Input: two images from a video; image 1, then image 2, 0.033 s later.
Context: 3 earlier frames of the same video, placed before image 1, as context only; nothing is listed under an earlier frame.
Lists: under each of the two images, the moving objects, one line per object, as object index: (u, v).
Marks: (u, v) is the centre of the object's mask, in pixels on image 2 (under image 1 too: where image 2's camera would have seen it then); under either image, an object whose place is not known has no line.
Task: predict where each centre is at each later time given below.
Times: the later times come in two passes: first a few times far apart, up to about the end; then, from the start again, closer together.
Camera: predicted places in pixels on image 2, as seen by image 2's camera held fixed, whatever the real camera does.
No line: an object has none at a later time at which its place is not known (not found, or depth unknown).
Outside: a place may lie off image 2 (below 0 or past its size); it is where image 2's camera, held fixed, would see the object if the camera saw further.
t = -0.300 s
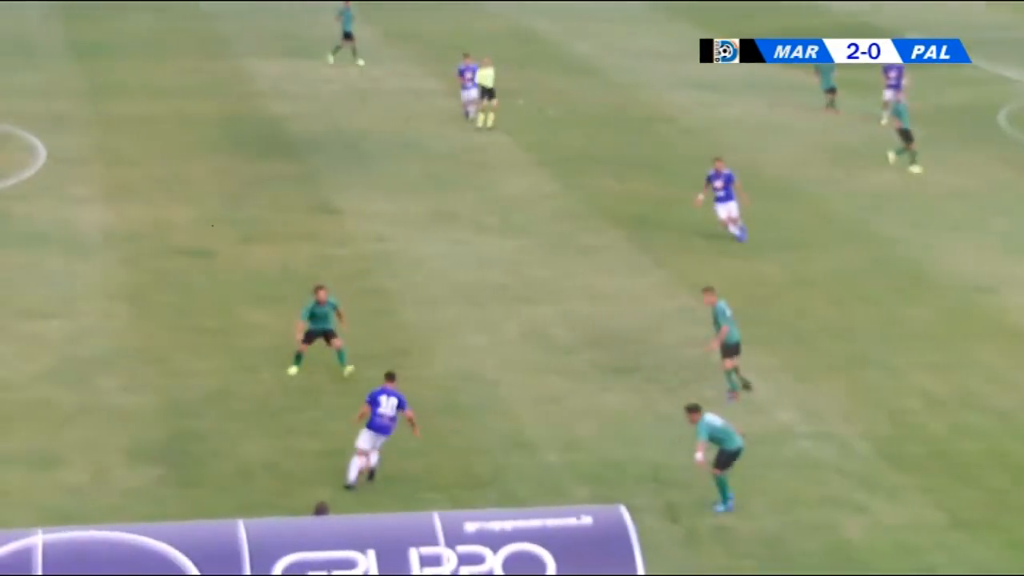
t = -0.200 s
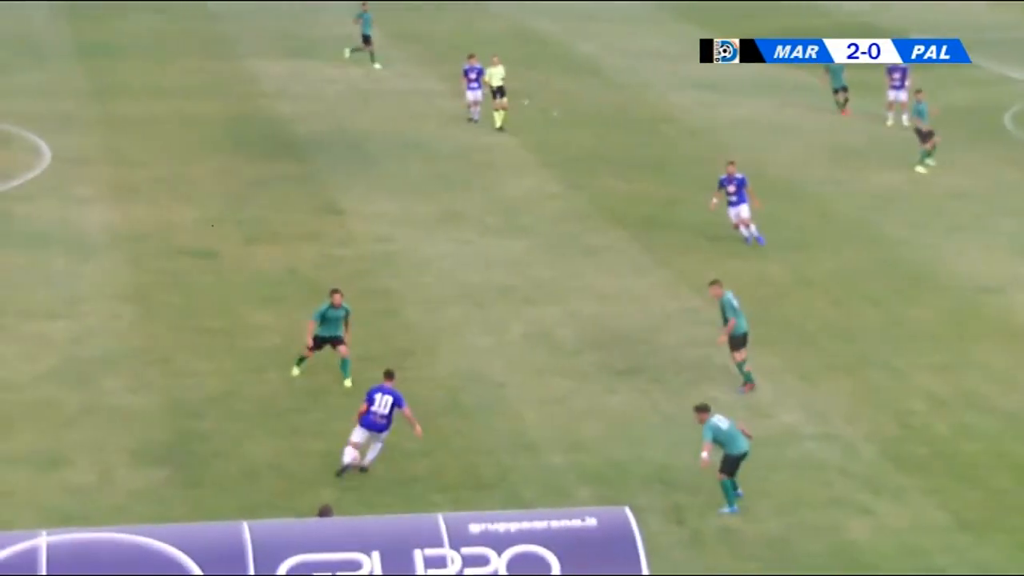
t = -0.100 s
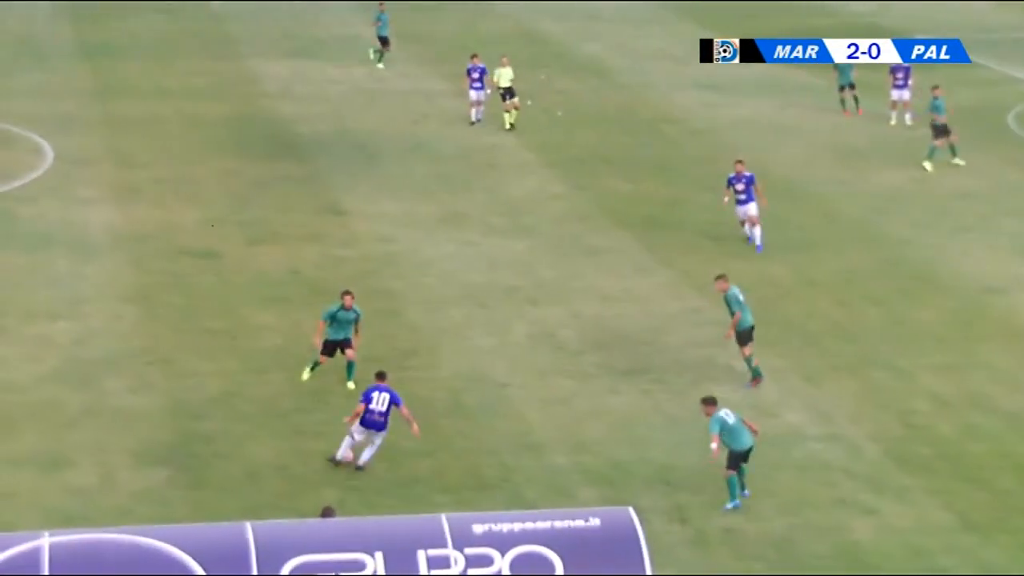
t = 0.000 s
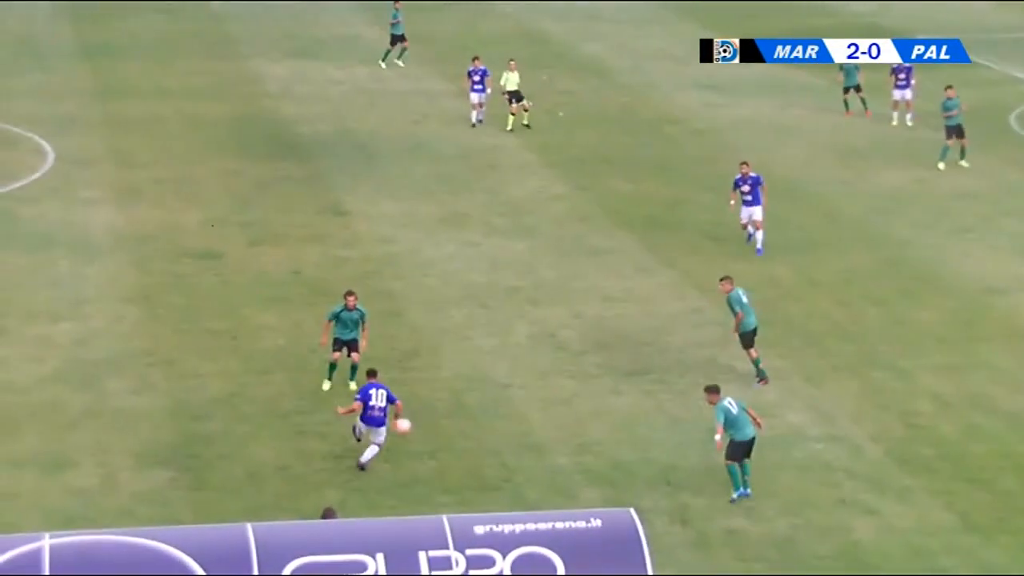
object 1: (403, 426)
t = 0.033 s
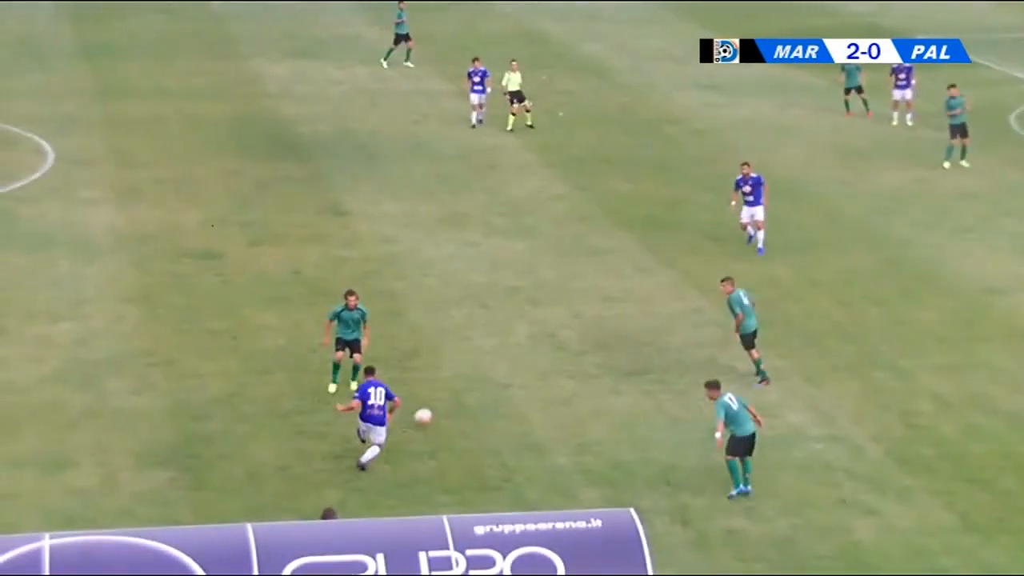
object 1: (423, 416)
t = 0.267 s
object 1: (550, 368)
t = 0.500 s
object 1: (647, 334)
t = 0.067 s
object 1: (443, 408)
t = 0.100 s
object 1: (464, 400)
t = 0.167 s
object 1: (501, 389)
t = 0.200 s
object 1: (520, 384)
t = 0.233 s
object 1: (535, 376)
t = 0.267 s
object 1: (550, 368)
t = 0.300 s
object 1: (565, 361)
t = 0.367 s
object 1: (594, 349)
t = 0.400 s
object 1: (608, 346)
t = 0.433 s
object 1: (621, 343)
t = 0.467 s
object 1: (635, 339)
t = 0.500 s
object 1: (647, 334)
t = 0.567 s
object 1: (669, 324)
